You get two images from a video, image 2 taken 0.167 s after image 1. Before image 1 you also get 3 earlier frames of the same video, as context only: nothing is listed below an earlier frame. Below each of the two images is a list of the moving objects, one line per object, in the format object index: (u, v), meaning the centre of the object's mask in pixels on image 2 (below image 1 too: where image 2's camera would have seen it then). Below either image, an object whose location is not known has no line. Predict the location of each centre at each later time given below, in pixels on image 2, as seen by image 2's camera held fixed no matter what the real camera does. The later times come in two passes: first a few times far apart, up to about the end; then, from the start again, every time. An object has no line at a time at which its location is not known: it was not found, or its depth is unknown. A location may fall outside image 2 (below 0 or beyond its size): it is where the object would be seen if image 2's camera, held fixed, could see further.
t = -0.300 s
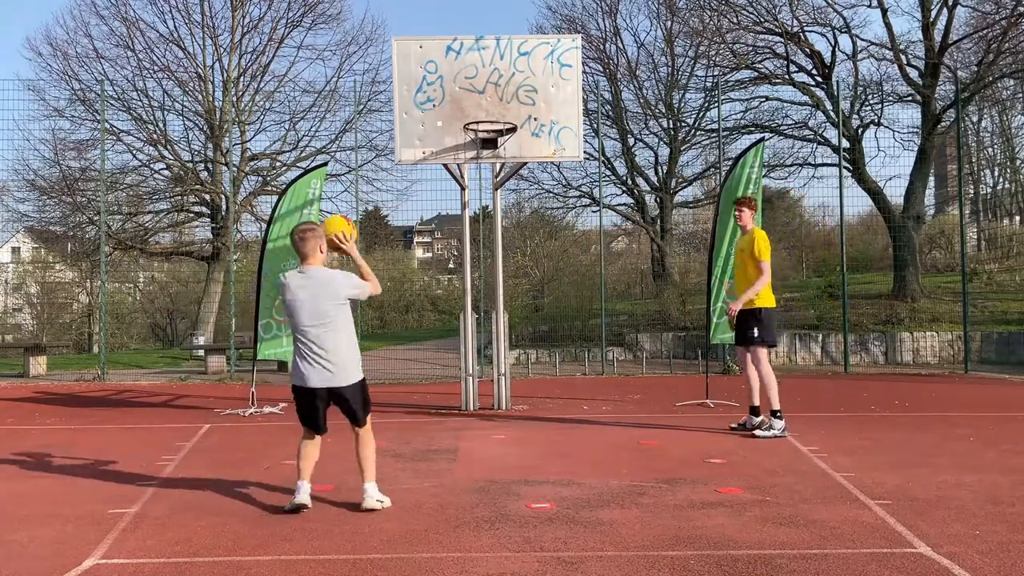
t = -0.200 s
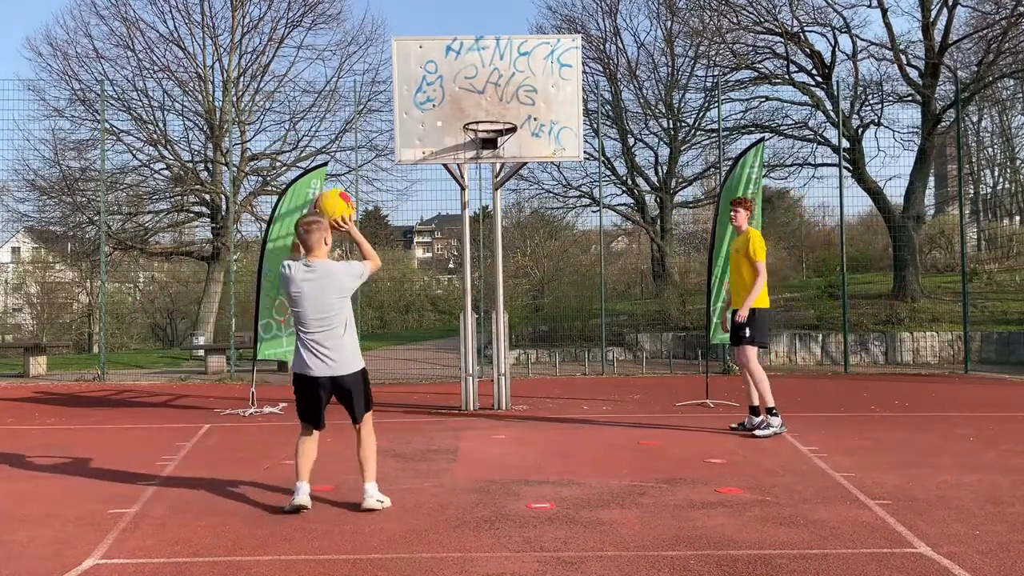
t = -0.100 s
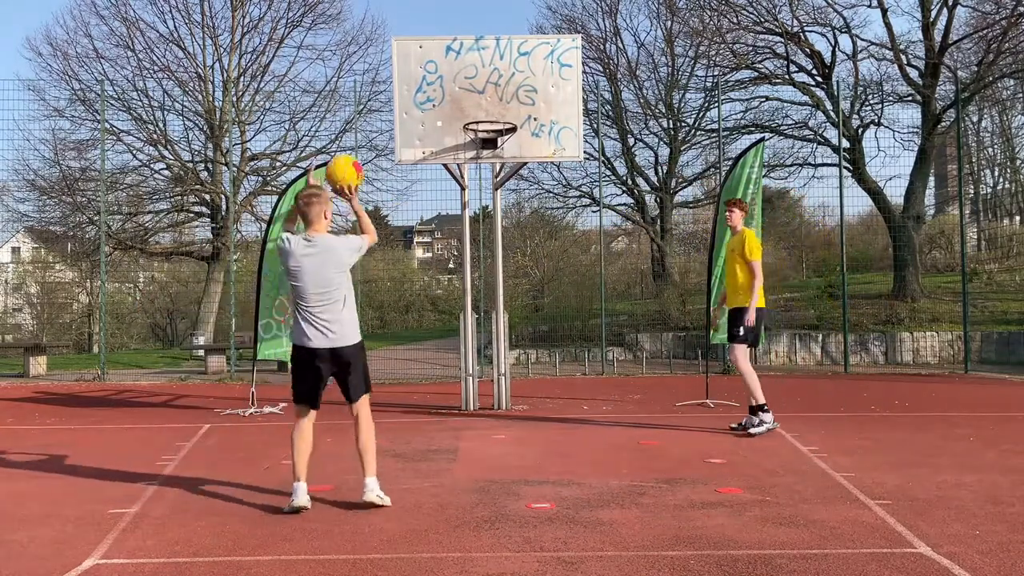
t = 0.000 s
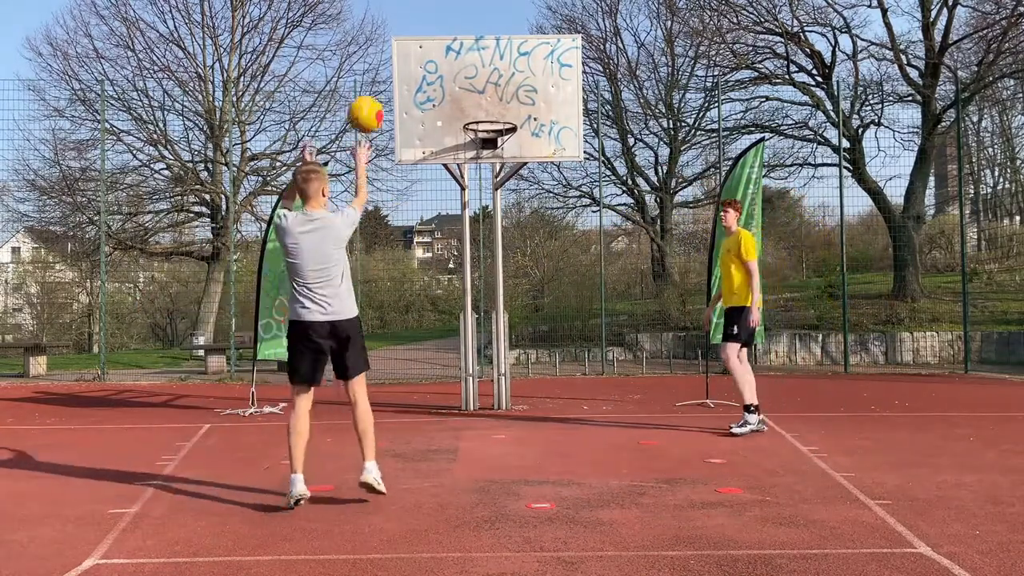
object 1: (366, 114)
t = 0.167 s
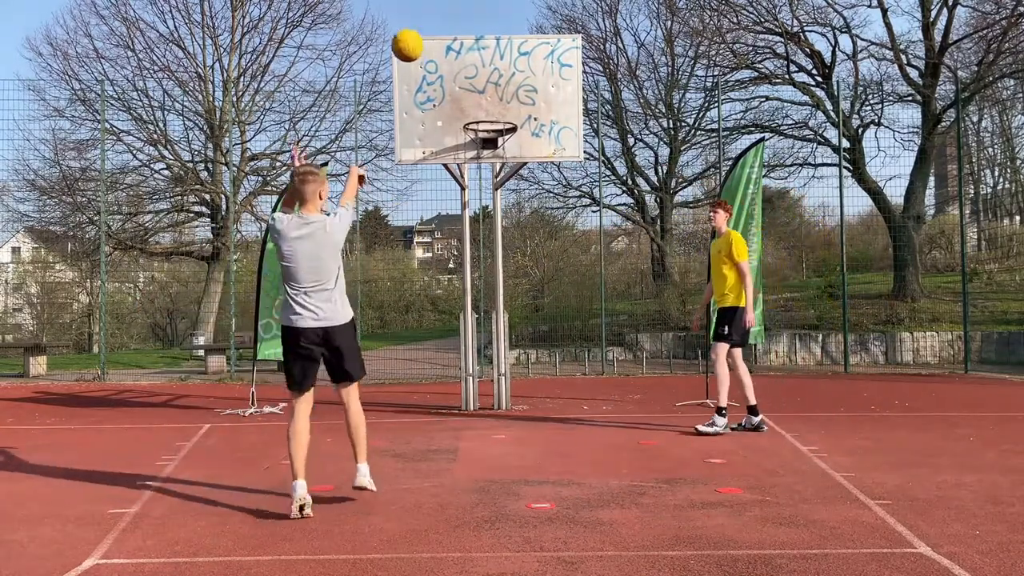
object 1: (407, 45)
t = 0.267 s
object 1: (428, 31)
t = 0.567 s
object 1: (477, 67)
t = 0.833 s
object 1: (506, 156)
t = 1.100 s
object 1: (527, 256)
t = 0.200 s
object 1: (414, 39)
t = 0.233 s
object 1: (421, 34)
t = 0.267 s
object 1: (428, 31)
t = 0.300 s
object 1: (434, 30)
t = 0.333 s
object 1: (440, 30)
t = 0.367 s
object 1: (446, 32)
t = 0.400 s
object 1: (451, 35)
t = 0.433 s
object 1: (457, 39)
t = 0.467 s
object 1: (462, 44)
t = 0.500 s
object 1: (467, 51)
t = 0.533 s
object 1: (472, 59)
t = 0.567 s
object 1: (477, 67)
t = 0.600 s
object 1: (481, 77)
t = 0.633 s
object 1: (486, 88)
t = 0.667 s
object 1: (489, 99)
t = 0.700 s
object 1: (493, 110)
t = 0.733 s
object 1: (497, 124)
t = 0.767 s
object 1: (501, 138)
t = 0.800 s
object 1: (504, 149)
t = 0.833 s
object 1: (506, 156)
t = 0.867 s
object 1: (510, 166)
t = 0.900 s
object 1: (513, 176)
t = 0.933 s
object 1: (515, 188)
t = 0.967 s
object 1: (517, 200)
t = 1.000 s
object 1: (520, 213)
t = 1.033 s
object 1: (522, 227)
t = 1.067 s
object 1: (525, 241)
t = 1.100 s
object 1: (527, 256)
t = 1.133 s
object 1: (530, 273)
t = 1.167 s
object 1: (532, 290)
